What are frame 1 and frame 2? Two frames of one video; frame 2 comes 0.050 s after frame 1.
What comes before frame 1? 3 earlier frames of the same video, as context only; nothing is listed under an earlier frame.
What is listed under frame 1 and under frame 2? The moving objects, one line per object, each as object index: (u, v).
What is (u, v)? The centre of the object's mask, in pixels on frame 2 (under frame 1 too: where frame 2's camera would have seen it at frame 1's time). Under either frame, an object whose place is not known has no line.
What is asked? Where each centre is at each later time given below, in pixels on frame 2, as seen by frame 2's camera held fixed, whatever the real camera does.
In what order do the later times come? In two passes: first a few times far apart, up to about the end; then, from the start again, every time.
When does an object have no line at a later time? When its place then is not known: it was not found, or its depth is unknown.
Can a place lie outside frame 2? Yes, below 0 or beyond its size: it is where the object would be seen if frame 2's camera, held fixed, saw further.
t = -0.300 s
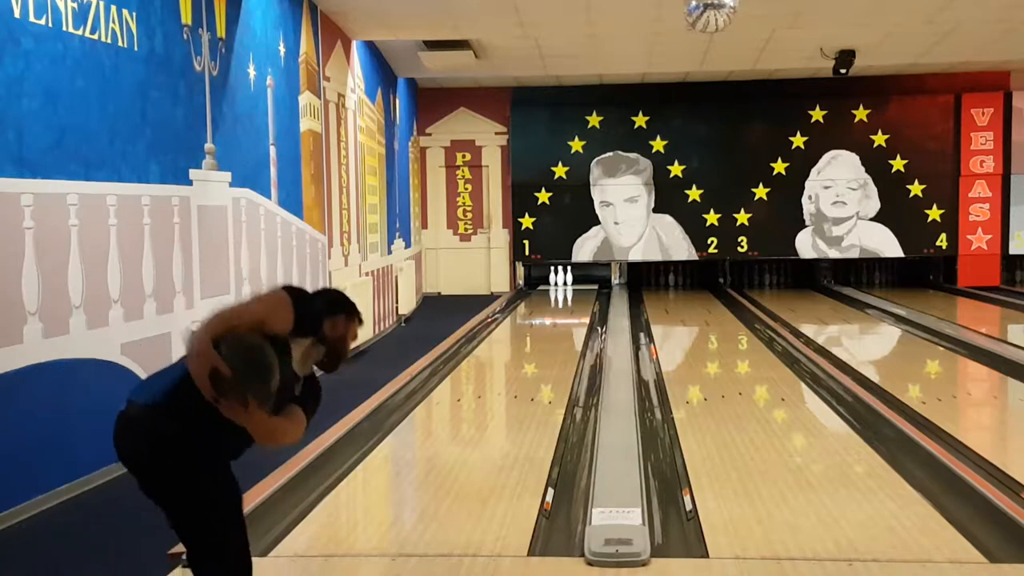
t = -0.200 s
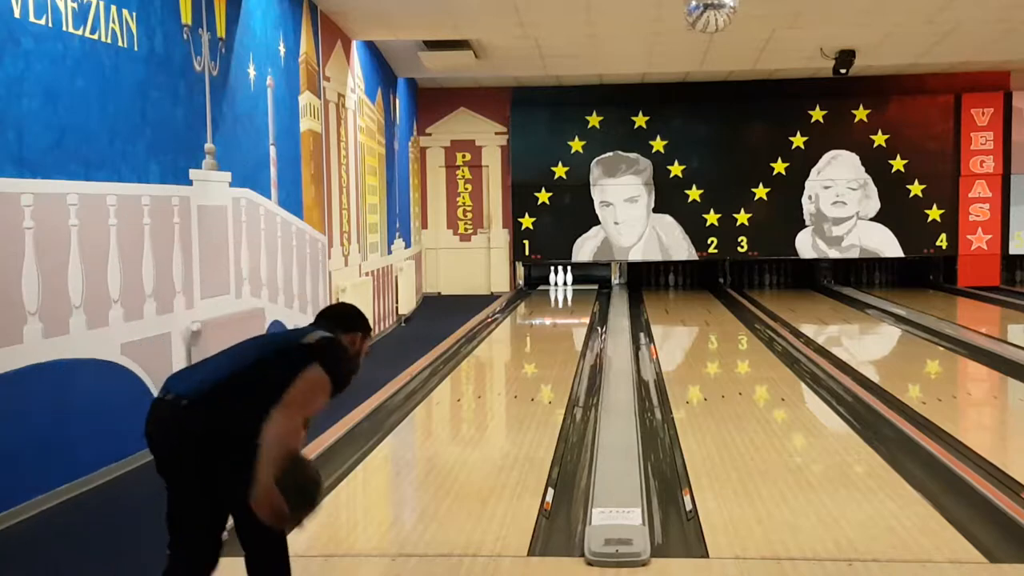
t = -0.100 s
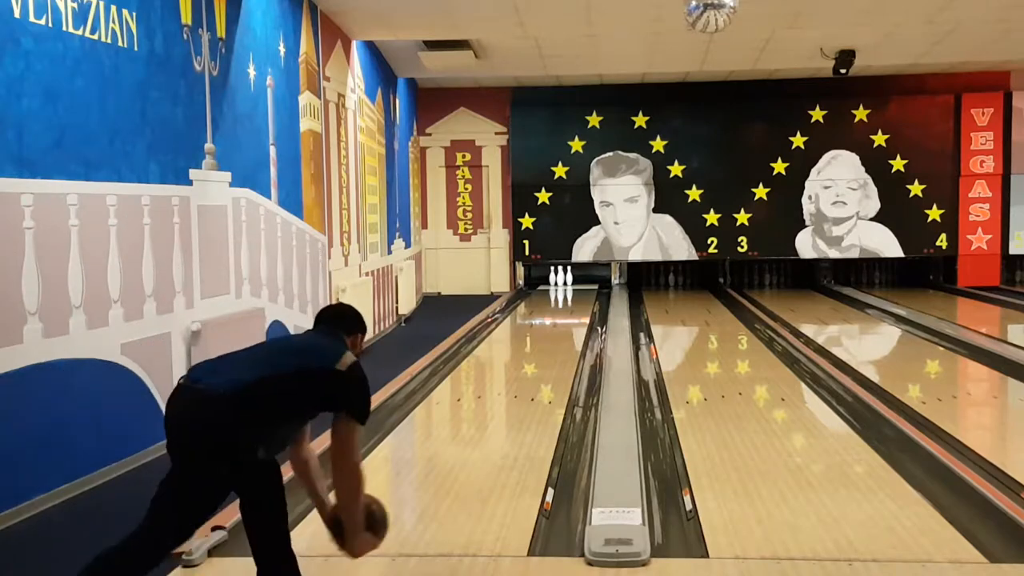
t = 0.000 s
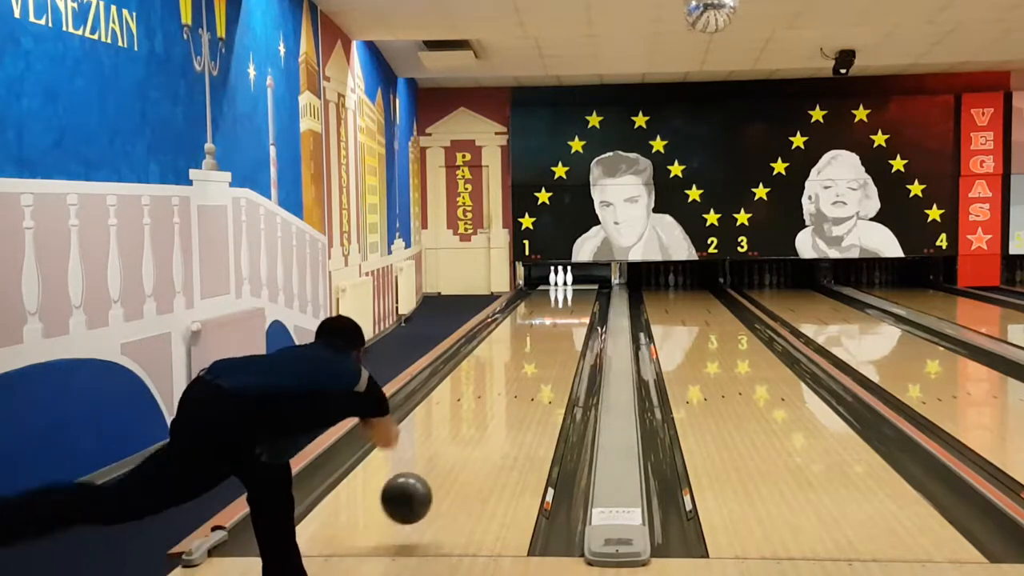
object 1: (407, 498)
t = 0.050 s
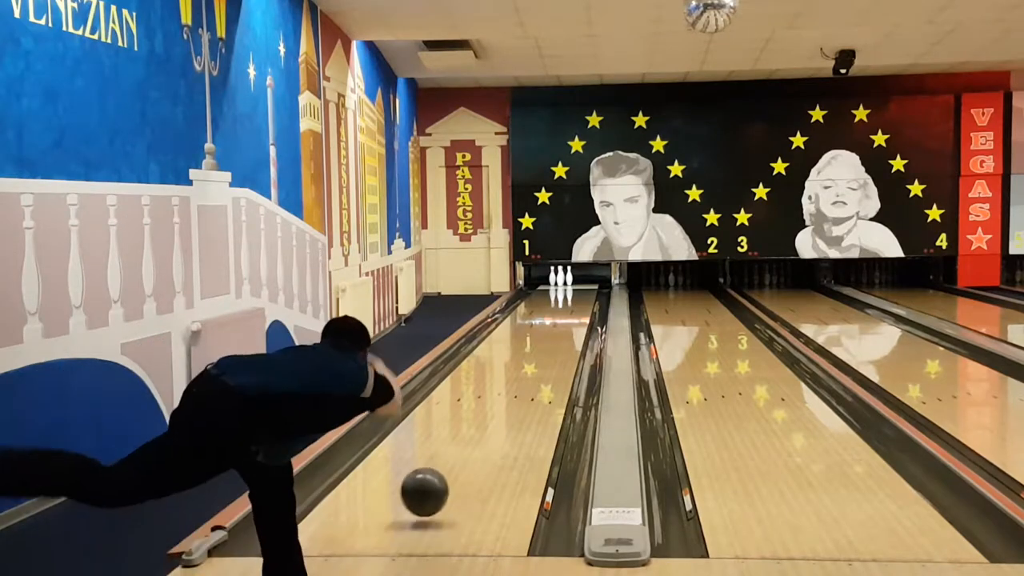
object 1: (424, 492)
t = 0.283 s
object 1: (485, 431)
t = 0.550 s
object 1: (525, 385)
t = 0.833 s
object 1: (551, 353)
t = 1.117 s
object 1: (568, 331)
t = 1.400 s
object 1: (578, 315)
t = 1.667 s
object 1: (580, 304)
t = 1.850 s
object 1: (582, 297)
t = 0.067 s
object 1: (430, 492)
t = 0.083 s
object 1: (435, 489)
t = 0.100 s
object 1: (440, 480)
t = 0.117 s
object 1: (445, 474)
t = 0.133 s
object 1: (449, 467)
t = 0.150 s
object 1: (454, 461)
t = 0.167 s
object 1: (458, 457)
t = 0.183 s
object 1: (462, 453)
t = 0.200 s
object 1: (466, 450)
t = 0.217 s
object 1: (470, 447)
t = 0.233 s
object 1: (473, 445)
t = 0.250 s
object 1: (475, 443)
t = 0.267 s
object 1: (486, 429)
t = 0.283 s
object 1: (485, 431)
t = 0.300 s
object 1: (487, 429)
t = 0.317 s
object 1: (490, 425)
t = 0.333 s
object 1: (493, 422)
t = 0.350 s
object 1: (496, 418)
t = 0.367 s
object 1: (499, 415)
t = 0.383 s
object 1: (501, 412)
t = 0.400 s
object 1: (504, 409)
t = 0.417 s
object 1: (507, 406)
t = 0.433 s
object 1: (509, 403)
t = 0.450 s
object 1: (511, 400)
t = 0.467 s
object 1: (513, 398)
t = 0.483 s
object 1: (516, 395)
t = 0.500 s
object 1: (518, 392)
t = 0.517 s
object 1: (520, 390)
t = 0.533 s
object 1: (522, 388)
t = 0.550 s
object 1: (525, 385)
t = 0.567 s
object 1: (526, 383)
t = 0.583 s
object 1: (528, 381)
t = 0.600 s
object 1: (530, 378)
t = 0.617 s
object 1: (532, 376)
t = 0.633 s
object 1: (533, 374)
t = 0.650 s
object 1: (535, 372)
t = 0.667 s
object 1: (536, 371)
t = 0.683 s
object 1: (538, 368)
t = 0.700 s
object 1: (540, 366)
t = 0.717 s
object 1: (542, 365)
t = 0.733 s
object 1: (543, 363)
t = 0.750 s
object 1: (544, 361)
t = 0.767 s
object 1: (546, 359)
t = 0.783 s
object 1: (547, 358)
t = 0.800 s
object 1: (548, 356)
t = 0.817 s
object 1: (550, 354)
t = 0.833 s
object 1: (551, 353)
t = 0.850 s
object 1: (552, 351)
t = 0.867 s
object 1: (554, 350)
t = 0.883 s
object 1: (555, 349)
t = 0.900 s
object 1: (556, 347)
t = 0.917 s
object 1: (557, 346)
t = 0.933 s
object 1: (558, 345)
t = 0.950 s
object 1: (559, 343)
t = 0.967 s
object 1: (560, 342)
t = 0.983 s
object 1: (561, 340)
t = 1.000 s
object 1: (562, 339)
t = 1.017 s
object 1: (563, 338)
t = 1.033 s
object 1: (564, 337)
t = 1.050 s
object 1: (565, 336)
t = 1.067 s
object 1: (566, 334)
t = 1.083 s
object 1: (567, 333)
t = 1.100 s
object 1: (567, 332)
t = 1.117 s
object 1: (568, 331)
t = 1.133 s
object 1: (569, 330)
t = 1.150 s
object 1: (569, 328)
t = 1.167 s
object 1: (570, 327)
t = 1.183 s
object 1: (571, 326)
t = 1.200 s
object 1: (572, 325)
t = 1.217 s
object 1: (572, 325)
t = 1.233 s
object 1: (573, 324)
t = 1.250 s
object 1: (573, 323)
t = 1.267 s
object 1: (573, 322)
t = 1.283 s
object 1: (574, 320)
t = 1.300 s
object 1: (575, 320)
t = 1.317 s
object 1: (576, 319)
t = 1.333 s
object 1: (576, 319)
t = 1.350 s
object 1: (576, 317)
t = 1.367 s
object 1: (577, 317)
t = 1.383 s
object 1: (577, 316)
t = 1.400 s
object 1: (578, 315)
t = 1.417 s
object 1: (578, 314)
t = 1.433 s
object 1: (578, 314)
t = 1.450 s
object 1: (579, 313)
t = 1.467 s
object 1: (579, 311)
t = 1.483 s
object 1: (579, 311)
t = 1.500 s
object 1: (579, 310)
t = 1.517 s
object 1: (580, 309)
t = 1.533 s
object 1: (580, 309)
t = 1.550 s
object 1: (580, 308)
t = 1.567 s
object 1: (580, 308)
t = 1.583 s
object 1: (580, 307)
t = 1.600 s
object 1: (580, 305)
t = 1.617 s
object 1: (580, 306)
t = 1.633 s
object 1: (580, 305)
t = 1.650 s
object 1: (580, 304)
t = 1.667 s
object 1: (580, 304)
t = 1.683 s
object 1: (580, 304)
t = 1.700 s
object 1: (581, 302)
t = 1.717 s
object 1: (581, 301)
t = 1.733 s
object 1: (581, 301)
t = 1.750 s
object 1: (582, 300)
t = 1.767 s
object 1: (582, 300)
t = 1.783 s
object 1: (582, 299)
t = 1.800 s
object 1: (582, 299)
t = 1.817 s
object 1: (582, 298)
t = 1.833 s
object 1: (582, 297)
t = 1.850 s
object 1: (582, 297)
